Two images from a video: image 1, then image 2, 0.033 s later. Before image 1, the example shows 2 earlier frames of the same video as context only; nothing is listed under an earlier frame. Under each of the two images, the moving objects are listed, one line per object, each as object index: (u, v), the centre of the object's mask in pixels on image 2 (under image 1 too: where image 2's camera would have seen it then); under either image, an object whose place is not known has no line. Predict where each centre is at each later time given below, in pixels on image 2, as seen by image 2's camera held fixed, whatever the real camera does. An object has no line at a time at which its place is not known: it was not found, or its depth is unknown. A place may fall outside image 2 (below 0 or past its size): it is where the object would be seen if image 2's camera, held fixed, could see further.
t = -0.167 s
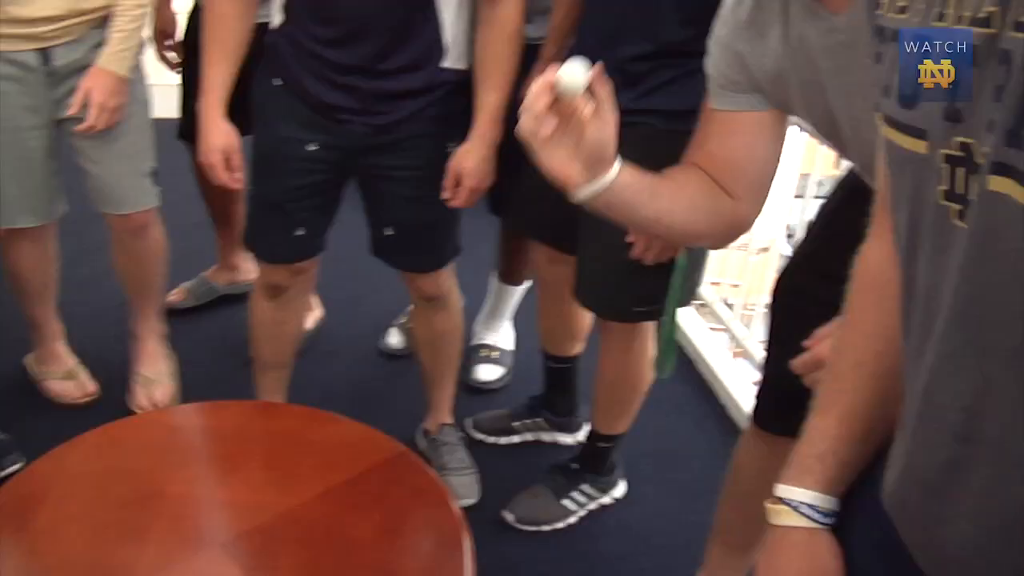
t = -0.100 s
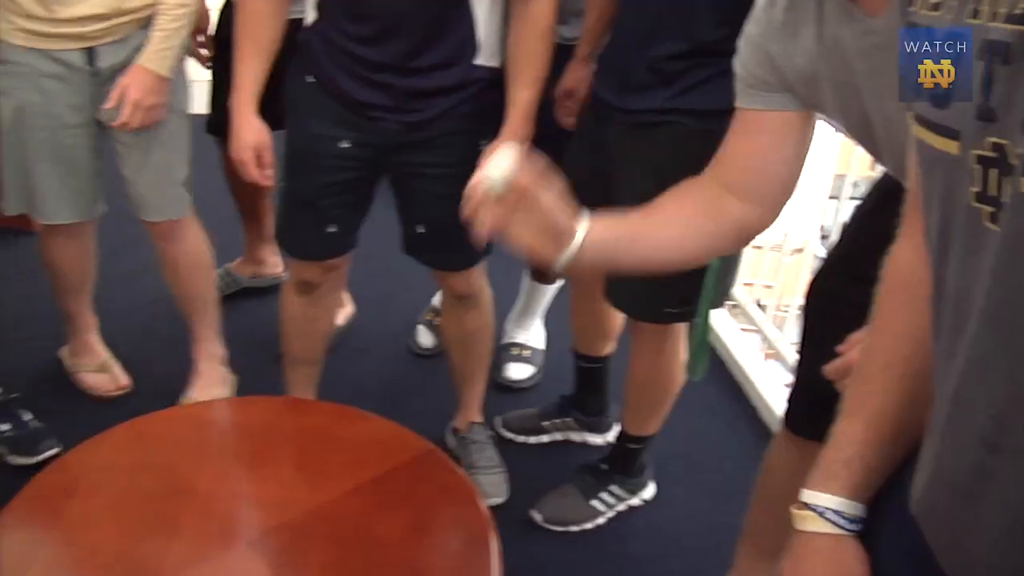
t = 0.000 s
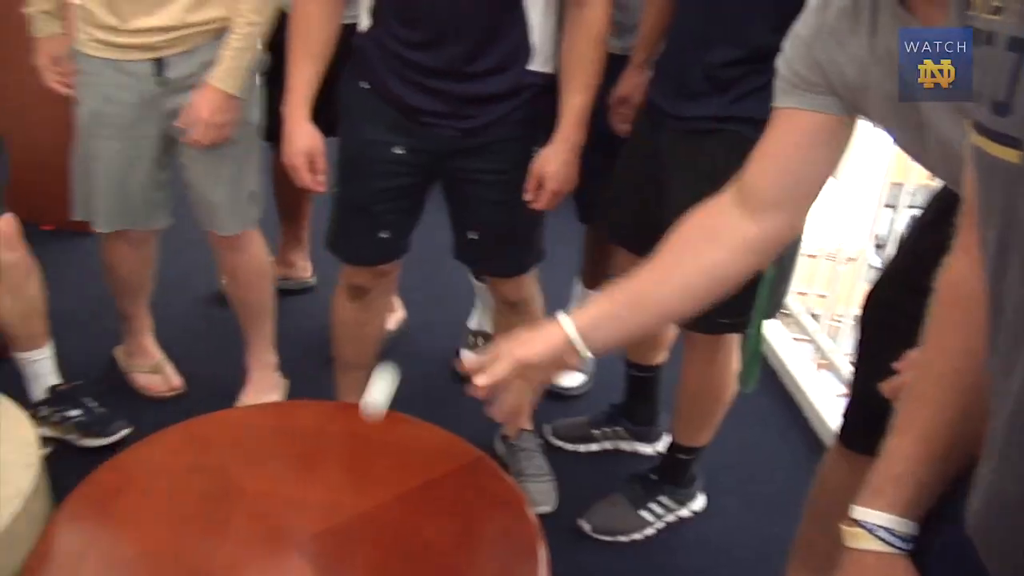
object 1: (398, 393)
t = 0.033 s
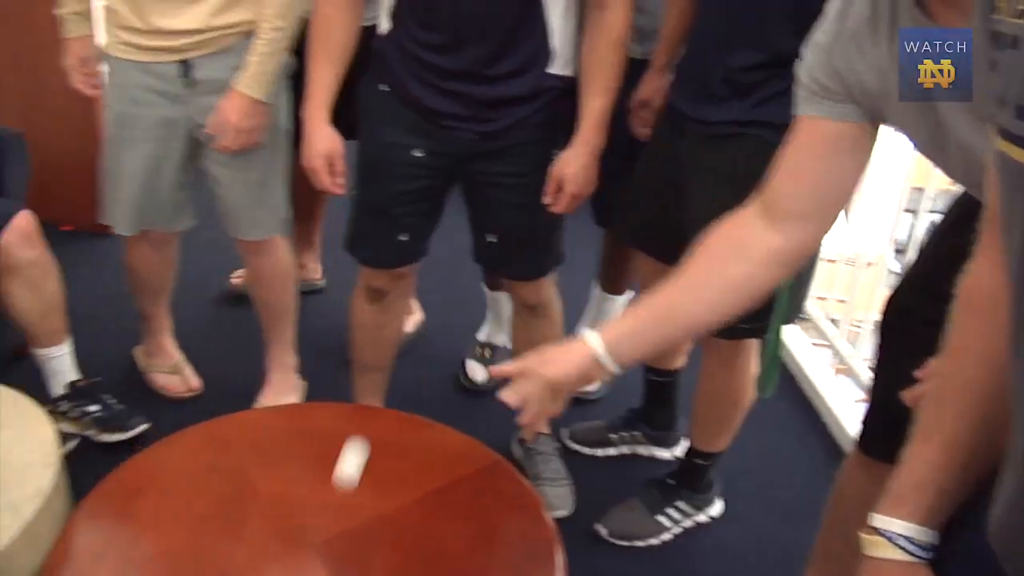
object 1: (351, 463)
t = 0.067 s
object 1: (309, 525)
